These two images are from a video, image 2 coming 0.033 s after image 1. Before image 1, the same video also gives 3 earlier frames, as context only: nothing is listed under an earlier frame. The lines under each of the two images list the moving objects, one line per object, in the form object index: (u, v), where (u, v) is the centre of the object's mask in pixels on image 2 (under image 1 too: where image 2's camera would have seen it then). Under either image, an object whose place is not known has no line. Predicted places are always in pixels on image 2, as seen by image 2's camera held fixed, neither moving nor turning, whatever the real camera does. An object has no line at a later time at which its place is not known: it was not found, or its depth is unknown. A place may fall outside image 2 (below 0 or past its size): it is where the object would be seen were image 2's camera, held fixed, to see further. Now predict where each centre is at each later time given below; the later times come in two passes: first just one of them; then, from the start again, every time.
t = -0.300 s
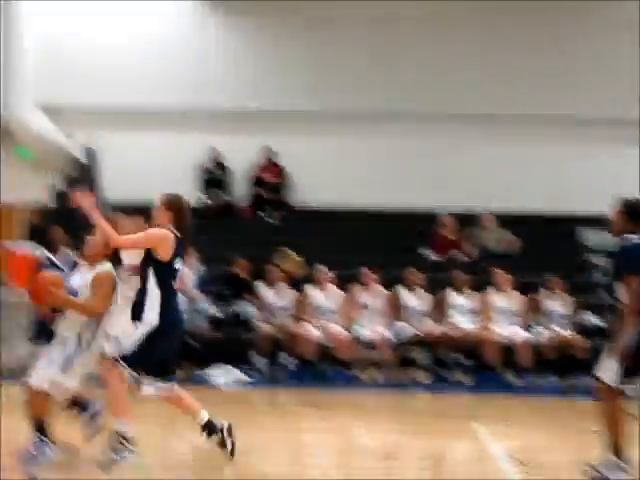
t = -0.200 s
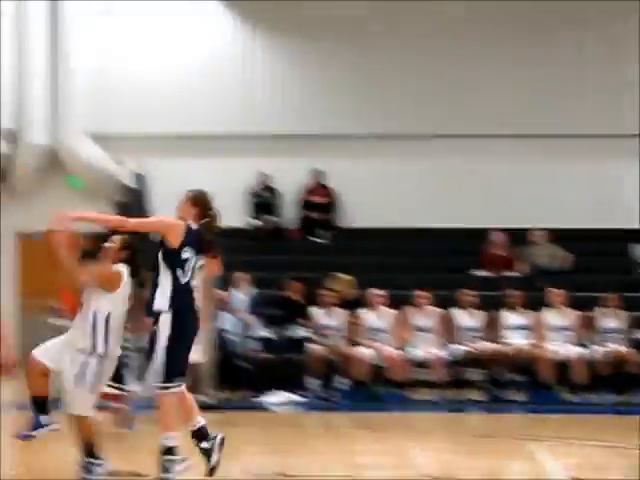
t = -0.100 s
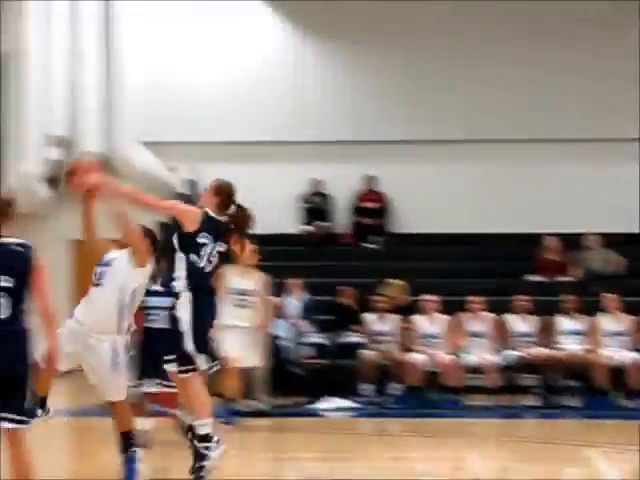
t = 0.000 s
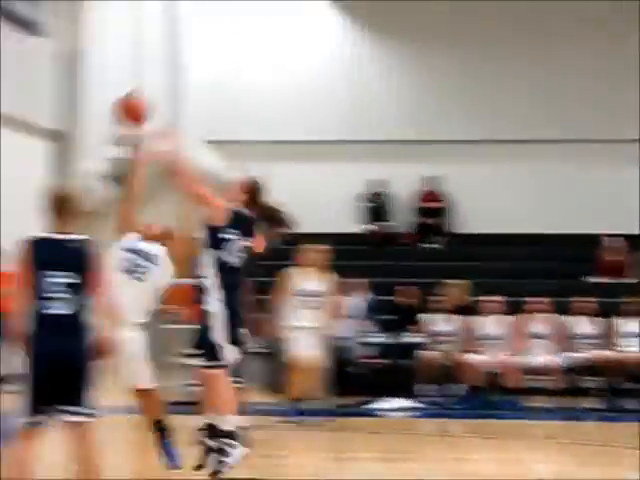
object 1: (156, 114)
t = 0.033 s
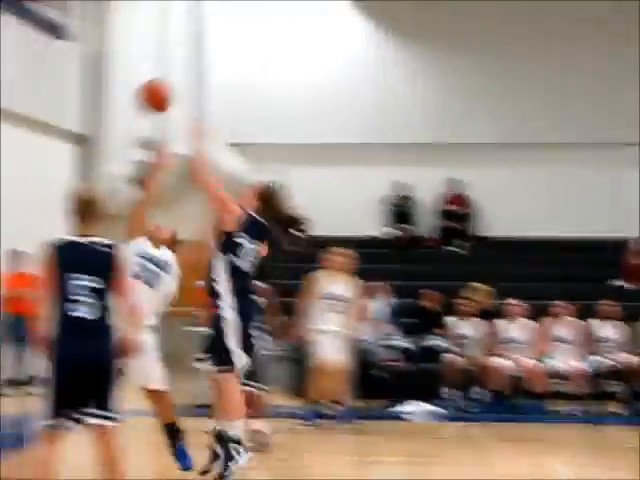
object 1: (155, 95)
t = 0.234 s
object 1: (146, 25)
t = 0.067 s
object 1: (152, 79)
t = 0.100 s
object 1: (151, 65)
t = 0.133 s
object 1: (150, 53)
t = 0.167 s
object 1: (150, 40)
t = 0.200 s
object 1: (148, 32)
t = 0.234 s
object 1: (146, 25)
